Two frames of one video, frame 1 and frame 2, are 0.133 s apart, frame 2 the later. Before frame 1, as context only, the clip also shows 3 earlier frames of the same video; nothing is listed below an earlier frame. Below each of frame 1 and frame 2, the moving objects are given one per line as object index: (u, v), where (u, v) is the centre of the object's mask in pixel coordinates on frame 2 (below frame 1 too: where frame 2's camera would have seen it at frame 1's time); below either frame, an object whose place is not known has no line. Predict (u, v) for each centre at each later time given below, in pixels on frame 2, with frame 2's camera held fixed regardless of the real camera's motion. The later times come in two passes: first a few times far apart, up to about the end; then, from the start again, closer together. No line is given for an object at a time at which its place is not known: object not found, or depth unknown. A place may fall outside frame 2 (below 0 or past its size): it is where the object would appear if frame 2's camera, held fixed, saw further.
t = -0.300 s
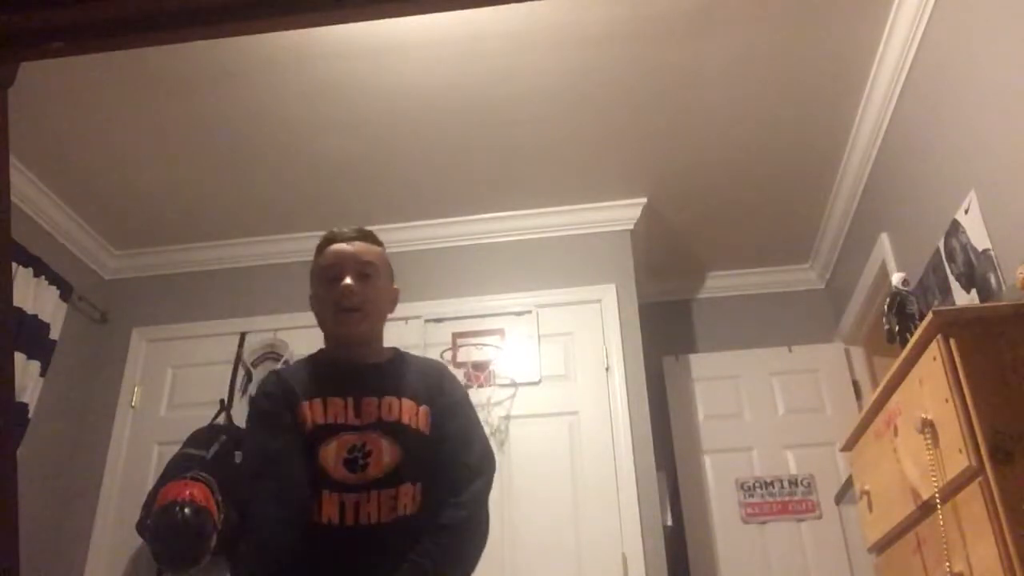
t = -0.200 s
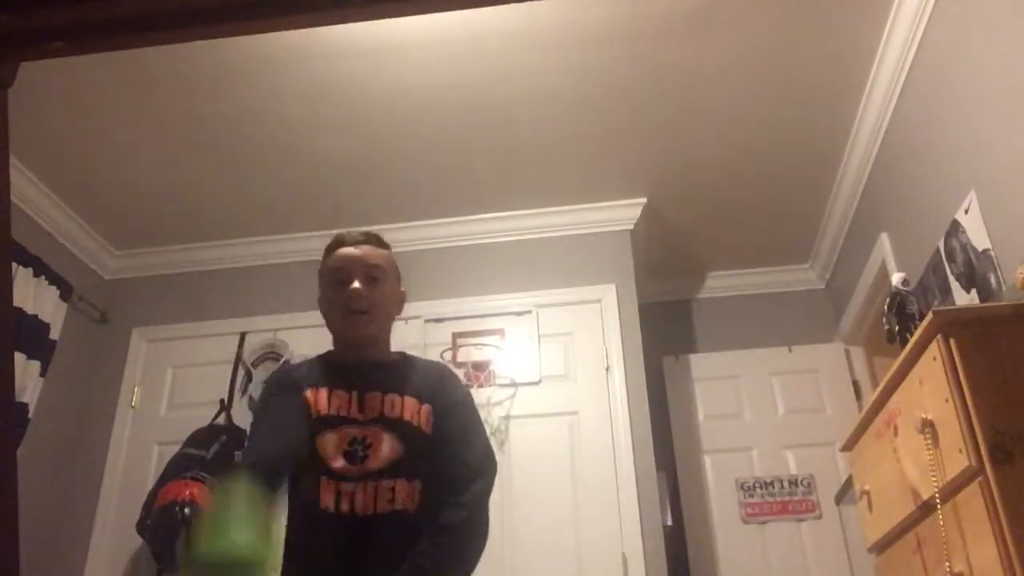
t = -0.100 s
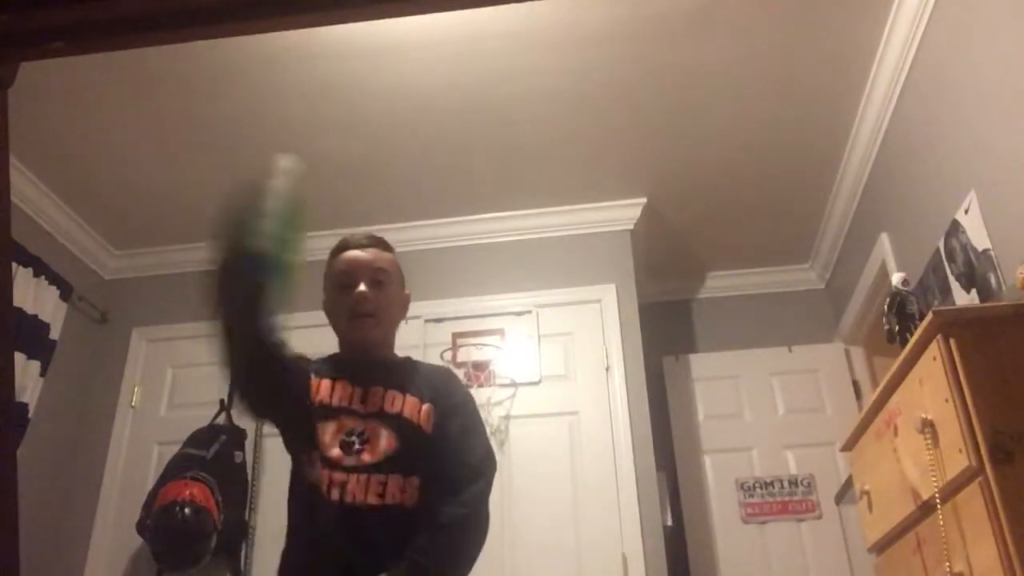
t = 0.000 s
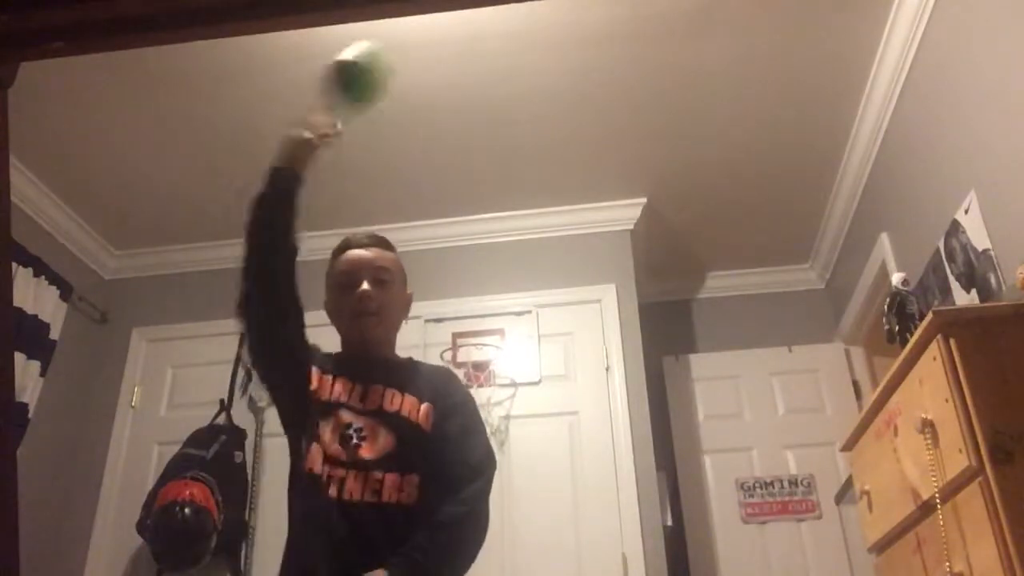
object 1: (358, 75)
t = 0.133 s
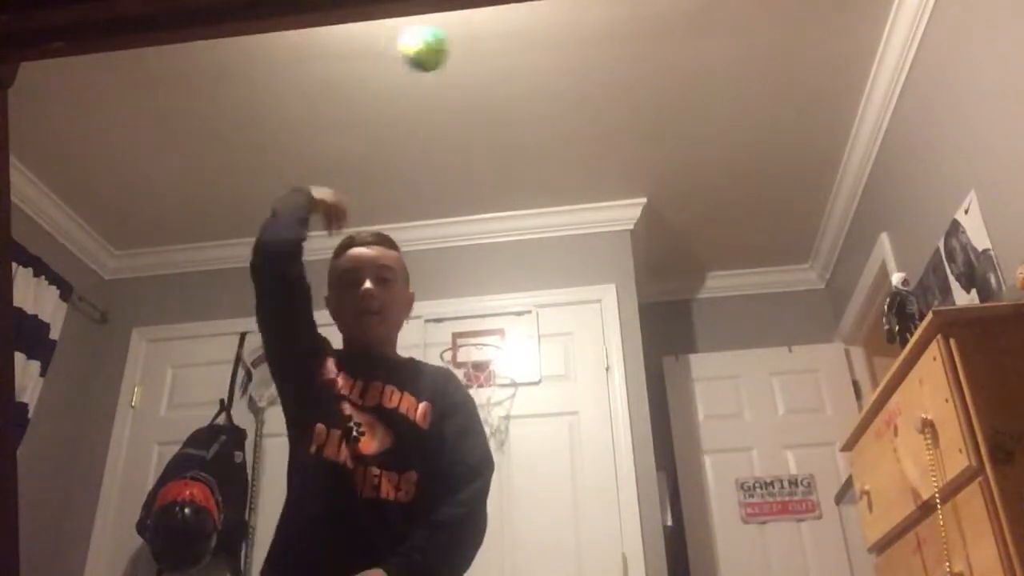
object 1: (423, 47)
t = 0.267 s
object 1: (464, 72)
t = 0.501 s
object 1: (511, 186)
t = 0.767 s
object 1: (533, 335)
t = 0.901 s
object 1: (529, 454)
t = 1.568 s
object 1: (502, 464)
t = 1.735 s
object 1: (526, 530)
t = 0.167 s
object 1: (435, 50)
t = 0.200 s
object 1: (446, 56)
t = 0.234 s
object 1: (456, 62)
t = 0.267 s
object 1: (464, 72)
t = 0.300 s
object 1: (471, 82)
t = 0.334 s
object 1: (479, 97)
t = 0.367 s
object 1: (487, 112)
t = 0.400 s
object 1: (494, 131)
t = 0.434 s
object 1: (499, 147)
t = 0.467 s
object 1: (505, 166)
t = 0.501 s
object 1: (511, 186)
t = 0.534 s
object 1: (517, 210)
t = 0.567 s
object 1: (526, 236)
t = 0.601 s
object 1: (535, 269)
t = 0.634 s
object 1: (537, 289)
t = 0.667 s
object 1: (538, 302)
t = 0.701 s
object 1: (535, 308)
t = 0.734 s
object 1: (534, 319)
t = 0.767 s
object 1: (533, 335)
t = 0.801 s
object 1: (535, 363)
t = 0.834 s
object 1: (531, 385)
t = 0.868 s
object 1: (530, 417)
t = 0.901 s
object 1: (529, 454)
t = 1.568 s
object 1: (502, 464)
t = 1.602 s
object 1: (504, 466)
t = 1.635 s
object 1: (509, 471)
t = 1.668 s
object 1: (515, 487)
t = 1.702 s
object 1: (521, 507)
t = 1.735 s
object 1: (526, 530)
